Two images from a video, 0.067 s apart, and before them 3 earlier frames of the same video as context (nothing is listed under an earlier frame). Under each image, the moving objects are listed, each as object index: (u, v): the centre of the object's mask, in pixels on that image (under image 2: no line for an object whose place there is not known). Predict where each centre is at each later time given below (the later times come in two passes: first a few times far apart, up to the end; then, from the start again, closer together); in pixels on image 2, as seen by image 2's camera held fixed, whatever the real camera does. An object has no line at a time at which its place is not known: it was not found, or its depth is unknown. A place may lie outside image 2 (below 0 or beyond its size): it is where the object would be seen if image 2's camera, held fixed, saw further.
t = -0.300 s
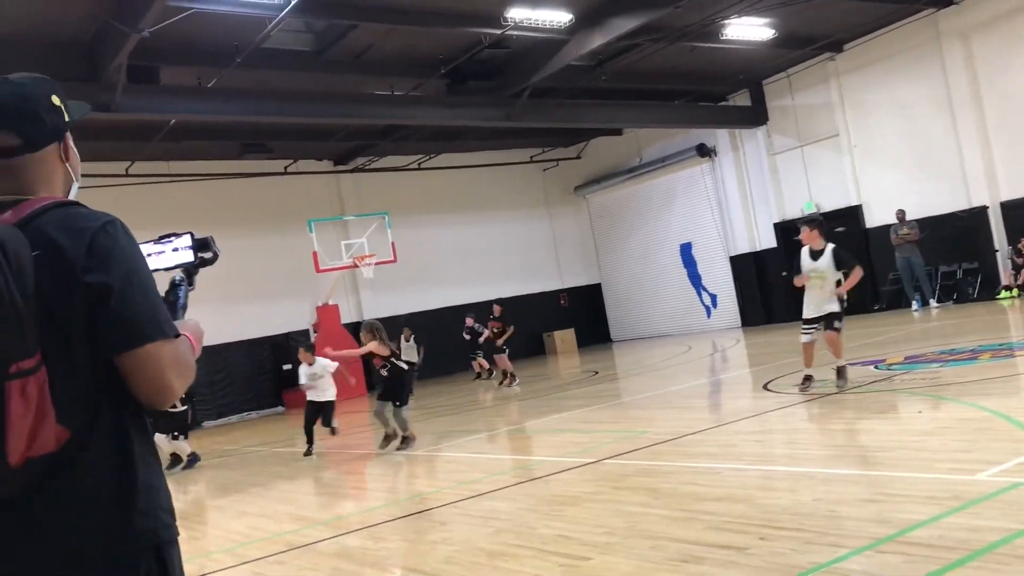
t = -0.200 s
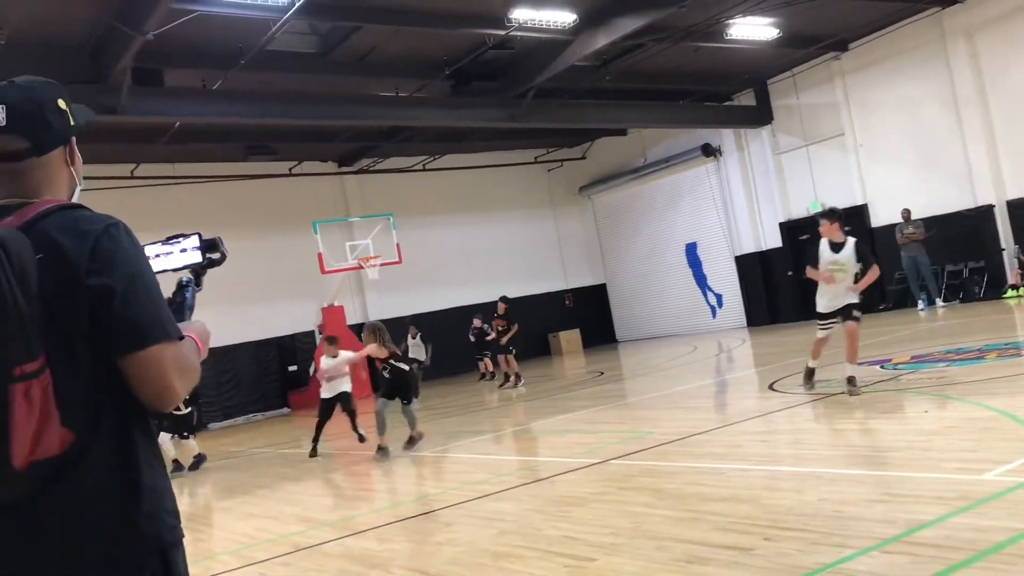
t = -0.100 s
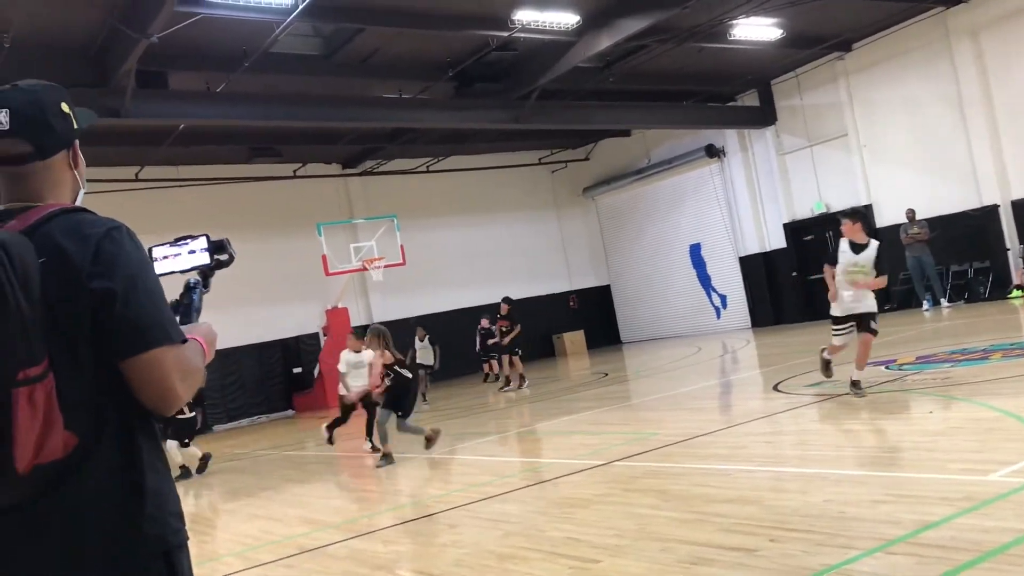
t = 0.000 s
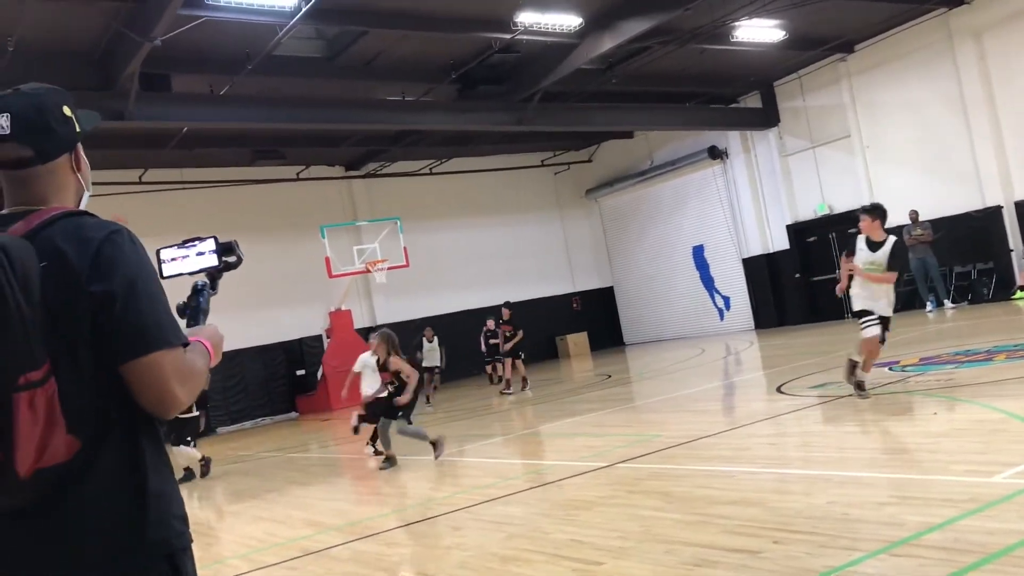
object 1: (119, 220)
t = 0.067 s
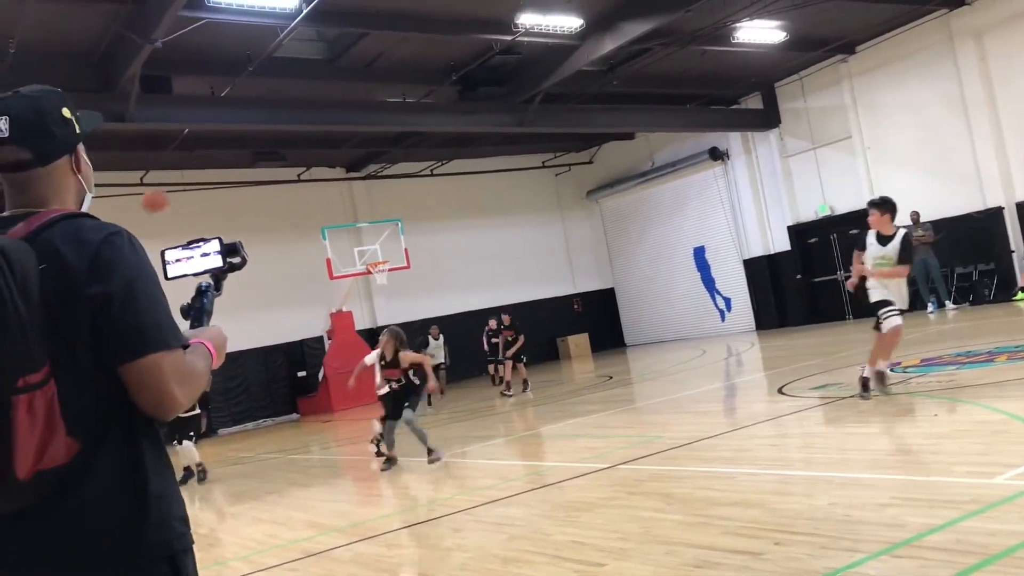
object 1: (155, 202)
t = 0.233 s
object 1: (269, 142)
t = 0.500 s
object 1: (503, 87)
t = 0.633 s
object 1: (648, 83)
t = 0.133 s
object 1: (198, 174)
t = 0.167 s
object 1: (221, 162)
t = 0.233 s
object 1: (269, 142)
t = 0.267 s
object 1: (294, 132)
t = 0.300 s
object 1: (321, 123)
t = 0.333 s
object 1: (349, 115)
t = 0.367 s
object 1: (377, 108)
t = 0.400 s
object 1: (407, 101)
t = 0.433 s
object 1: (438, 96)
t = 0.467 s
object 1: (470, 91)
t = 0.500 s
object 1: (503, 87)
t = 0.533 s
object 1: (536, 84)
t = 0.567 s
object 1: (572, 83)
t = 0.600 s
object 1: (609, 82)
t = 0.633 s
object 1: (648, 83)
